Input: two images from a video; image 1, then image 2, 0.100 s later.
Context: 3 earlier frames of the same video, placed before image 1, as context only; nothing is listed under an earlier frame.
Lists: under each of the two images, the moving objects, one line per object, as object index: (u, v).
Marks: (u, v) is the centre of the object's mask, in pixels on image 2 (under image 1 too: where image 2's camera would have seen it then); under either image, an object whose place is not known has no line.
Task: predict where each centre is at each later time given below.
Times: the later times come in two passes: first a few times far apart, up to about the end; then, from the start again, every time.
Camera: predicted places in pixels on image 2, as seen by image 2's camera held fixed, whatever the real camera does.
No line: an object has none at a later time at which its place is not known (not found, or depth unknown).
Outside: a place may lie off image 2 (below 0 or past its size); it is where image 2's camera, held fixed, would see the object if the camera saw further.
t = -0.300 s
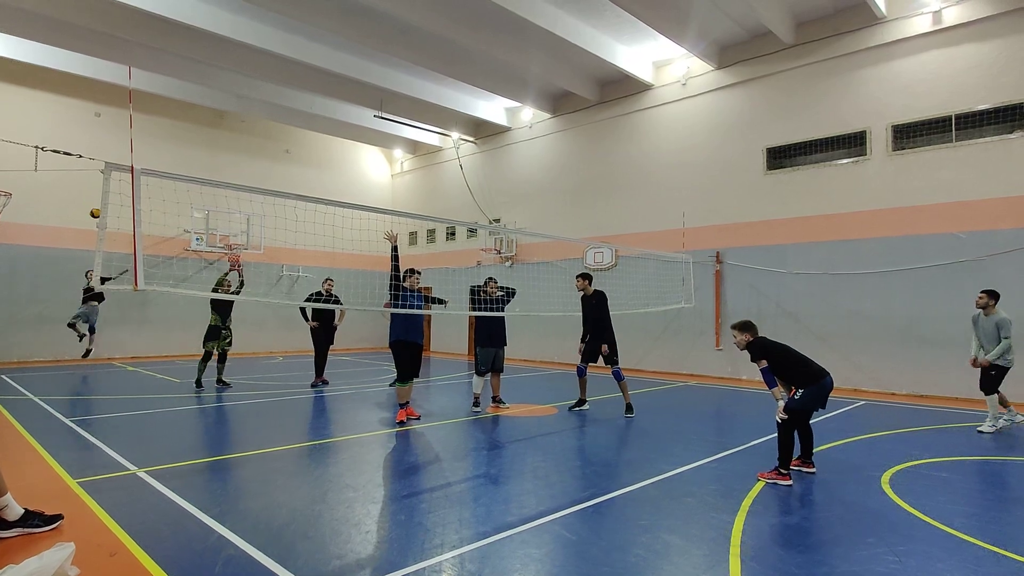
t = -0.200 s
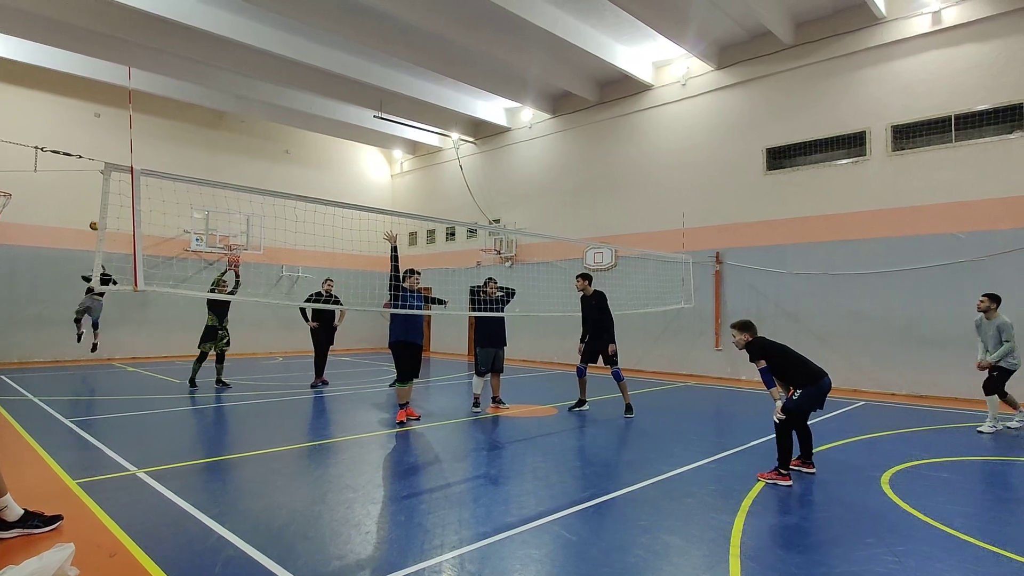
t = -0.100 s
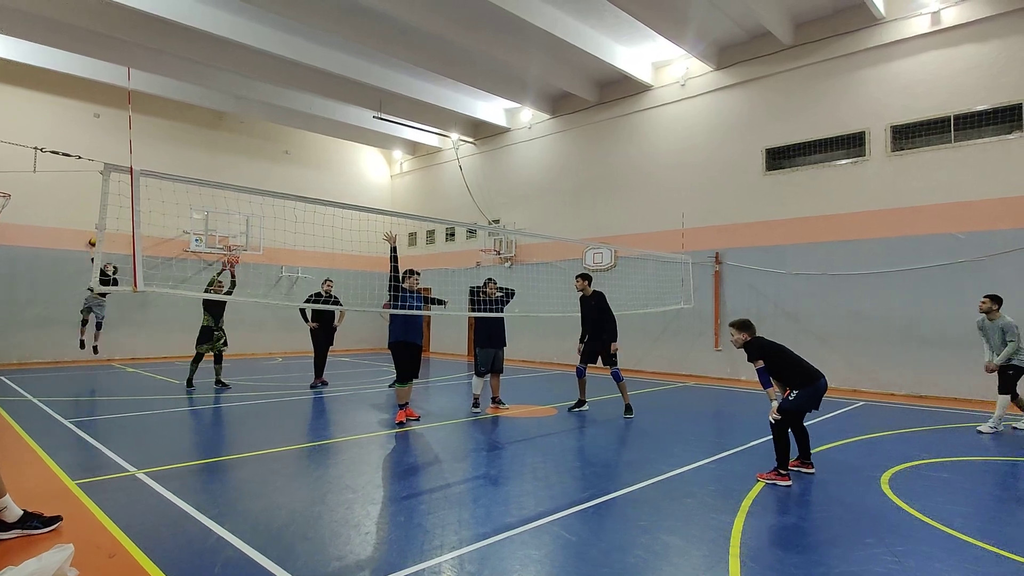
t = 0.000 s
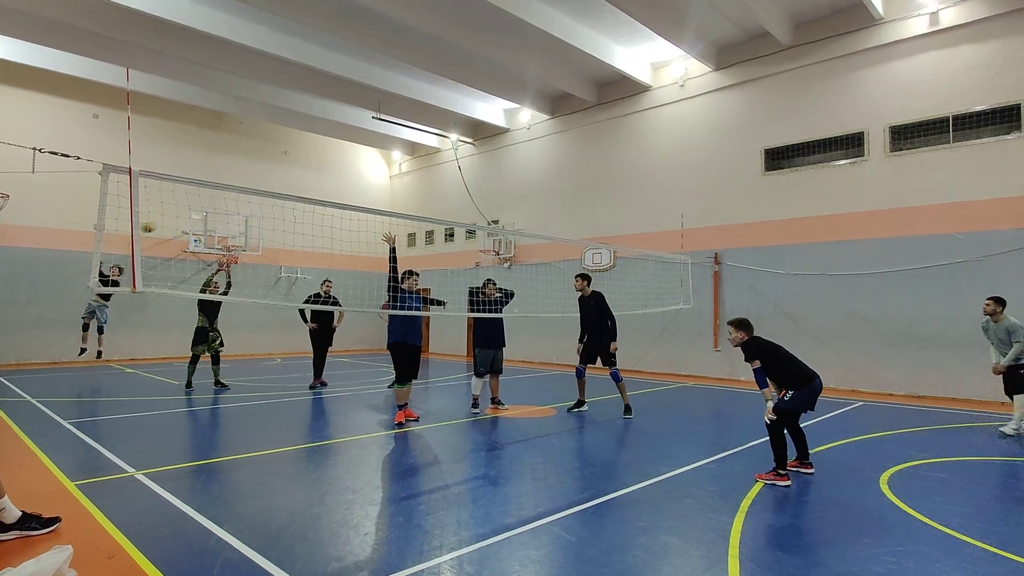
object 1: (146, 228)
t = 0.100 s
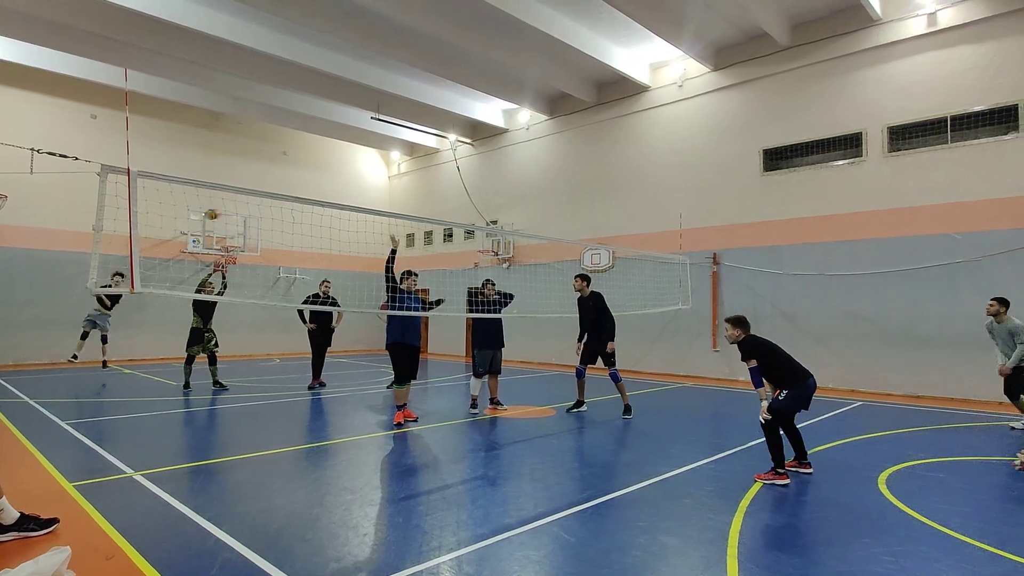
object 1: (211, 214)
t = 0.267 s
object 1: (342, 201)
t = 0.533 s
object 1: (592, 232)
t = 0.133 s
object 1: (238, 210)
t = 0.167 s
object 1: (262, 207)
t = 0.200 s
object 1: (286, 206)
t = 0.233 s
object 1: (314, 208)
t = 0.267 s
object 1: (342, 201)
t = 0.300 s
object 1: (368, 203)
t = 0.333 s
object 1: (399, 205)
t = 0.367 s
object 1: (428, 208)
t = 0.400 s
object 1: (457, 210)
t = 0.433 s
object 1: (490, 213)
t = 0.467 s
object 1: (522, 219)
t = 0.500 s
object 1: (554, 224)
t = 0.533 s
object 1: (592, 232)
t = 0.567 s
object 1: (626, 240)
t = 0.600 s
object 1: (661, 249)
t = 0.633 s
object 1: (703, 259)
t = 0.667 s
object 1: (739, 272)
